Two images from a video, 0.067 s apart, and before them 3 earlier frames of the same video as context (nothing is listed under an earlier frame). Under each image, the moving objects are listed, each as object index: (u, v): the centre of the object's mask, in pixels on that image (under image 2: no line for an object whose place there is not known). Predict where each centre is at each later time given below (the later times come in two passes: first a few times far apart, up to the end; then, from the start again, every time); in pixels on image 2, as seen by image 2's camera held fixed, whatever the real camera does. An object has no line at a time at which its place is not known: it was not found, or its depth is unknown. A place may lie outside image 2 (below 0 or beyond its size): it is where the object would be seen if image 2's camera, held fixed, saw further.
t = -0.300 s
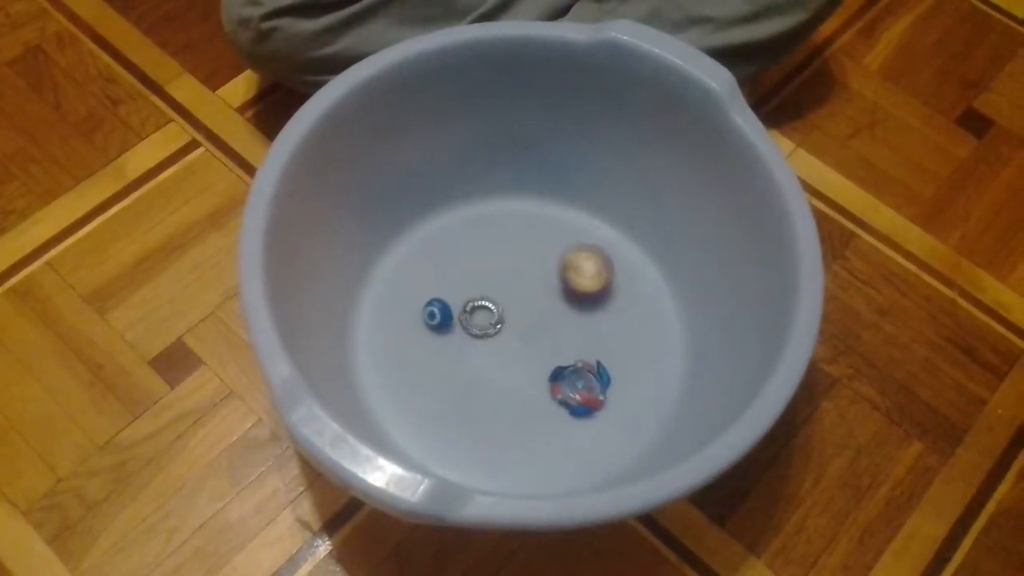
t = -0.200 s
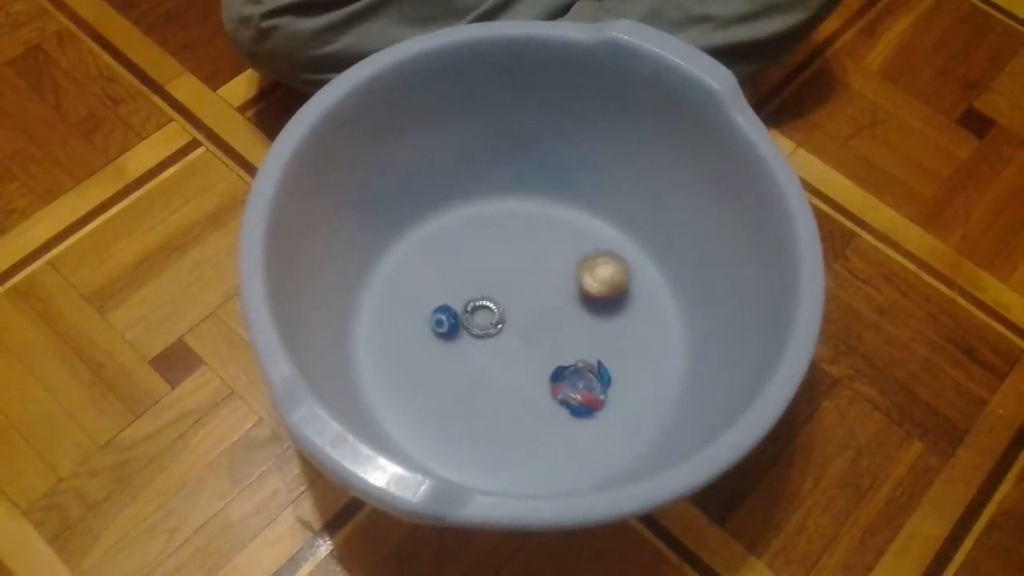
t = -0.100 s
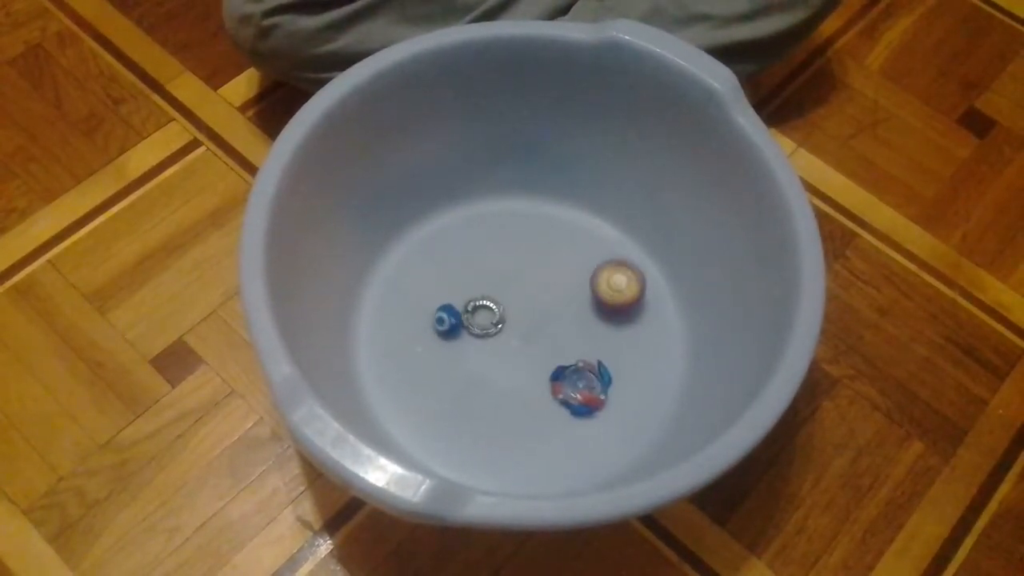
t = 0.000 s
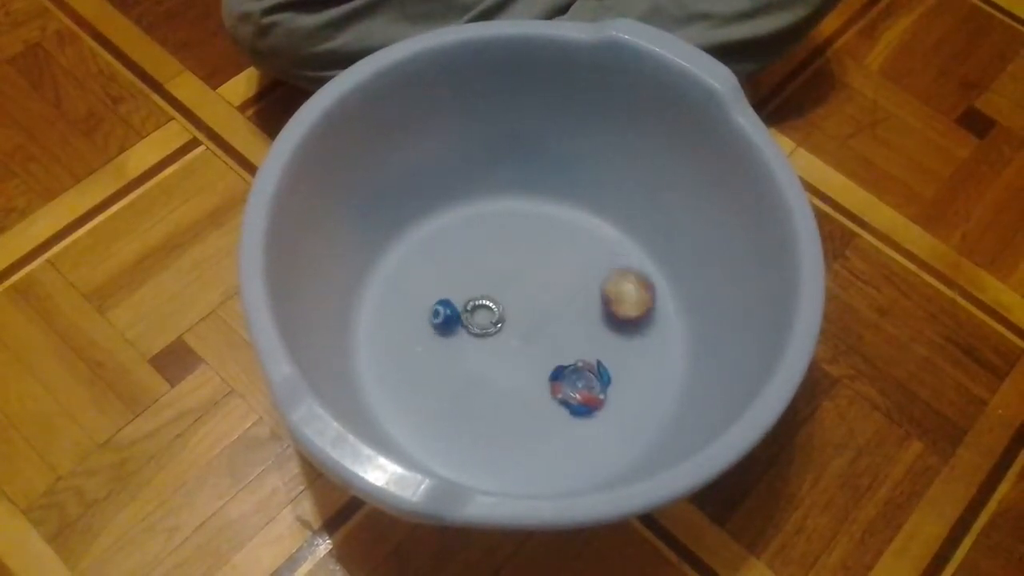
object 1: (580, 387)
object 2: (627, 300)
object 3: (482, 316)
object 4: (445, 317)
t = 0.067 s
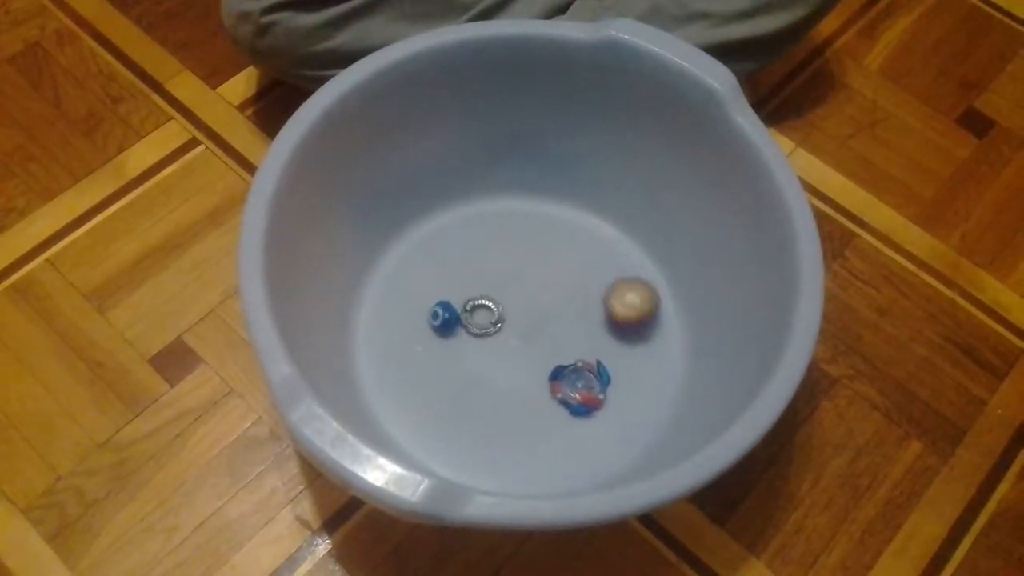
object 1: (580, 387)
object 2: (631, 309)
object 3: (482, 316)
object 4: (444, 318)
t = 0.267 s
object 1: (580, 386)
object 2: (638, 338)
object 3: (482, 316)
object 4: (446, 322)
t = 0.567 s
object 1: (575, 386)
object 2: (620, 392)
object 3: (482, 316)
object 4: (446, 322)
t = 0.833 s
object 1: (573, 357)
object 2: (611, 454)
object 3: (482, 316)
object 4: (446, 322)
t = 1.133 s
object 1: (574, 358)
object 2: (510, 390)
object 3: (482, 316)
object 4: (447, 322)
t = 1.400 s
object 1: (573, 357)
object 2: (461, 342)
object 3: (489, 309)
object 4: (445, 293)
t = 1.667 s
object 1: (574, 358)
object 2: (434, 323)
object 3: (507, 312)
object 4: (437, 283)
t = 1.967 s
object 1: (574, 358)
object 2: (400, 352)
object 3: (546, 305)
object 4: (509, 290)
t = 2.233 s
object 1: (574, 358)
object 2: (431, 385)
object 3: (546, 305)
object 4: (505, 304)
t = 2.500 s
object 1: (574, 358)
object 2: (488, 402)
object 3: (546, 305)
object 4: (500, 305)
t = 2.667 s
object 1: (574, 358)
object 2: (521, 415)
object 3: (547, 305)
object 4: (502, 306)
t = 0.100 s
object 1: (580, 386)
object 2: (633, 314)
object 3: (482, 316)
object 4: (444, 320)
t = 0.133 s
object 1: (580, 386)
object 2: (635, 318)
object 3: (482, 316)
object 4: (444, 320)
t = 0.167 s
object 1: (580, 386)
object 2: (636, 324)
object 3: (482, 315)
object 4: (445, 321)
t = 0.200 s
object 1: (580, 386)
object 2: (638, 329)
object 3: (482, 316)
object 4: (446, 321)
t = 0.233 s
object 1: (580, 386)
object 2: (638, 333)
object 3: (482, 316)
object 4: (446, 322)
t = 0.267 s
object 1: (580, 386)
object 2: (638, 338)
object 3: (482, 316)
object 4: (446, 322)
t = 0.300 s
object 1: (580, 386)
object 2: (637, 344)
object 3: (482, 316)
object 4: (446, 322)
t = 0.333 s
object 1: (580, 386)
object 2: (635, 349)
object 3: (482, 316)
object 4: (446, 322)
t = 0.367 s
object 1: (580, 387)
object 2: (635, 354)
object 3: (482, 316)
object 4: (446, 322)
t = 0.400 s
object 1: (580, 387)
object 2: (634, 360)
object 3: (482, 316)
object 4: (446, 322)
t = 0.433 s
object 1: (580, 386)
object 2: (633, 366)
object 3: (482, 316)
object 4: (446, 322)
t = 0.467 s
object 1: (579, 387)
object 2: (631, 370)
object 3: (482, 316)
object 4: (446, 322)
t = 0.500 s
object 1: (577, 387)
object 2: (626, 381)
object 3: (482, 316)
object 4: (446, 322)
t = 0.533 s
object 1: (576, 387)
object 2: (623, 387)
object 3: (482, 316)
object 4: (446, 322)
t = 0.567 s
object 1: (575, 386)
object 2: (620, 392)
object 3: (482, 316)
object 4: (446, 322)
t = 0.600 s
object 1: (574, 385)
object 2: (617, 397)
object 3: (482, 316)
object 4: (446, 322)
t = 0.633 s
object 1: (574, 382)
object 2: (614, 404)
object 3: (482, 316)
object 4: (446, 322)
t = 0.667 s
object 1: (575, 378)
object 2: (611, 411)
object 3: (482, 316)
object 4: (446, 322)
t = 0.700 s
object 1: (576, 371)
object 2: (610, 423)
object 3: (482, 316)
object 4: (446, 322)
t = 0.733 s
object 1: (574, 363)
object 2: (613, 431)
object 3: (482, 316)
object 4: (446, 322)
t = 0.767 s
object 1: (574, 358)
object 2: (613, 439)
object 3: (482, 316)
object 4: (447, 322)
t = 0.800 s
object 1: (573, 357)
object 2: (612, 449)
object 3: (482, 316)
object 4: (447, 322)
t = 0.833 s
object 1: (573, 357)
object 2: (611, 454)
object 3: (482, 316)
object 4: (446, 322)
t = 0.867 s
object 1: (573, 357)
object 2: (596, 439)
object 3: (482, 316)
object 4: (447, 322)
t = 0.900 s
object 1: (574, 357)
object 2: (579, 432)
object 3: (482, 316)
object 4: (447, 322)
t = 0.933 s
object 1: (573, 358)
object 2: (568, 424)
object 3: (482, 316)
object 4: (446, 322)
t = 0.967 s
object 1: (574, 358)
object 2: (557, 415)
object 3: (482, 316)
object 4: (447, 322)
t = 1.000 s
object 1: (573, 358)
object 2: (545, 410)
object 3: (482, 316)
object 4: (446, 322)
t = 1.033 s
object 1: (573, 357)
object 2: (536, 406)
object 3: (482, 316)
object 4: (447, 322)
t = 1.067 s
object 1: (573, 358)
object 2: (527, 401)
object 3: (482, 316)
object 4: (447, 322)
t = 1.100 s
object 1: (573, 358)
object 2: (517, 395)
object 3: (482, 316)
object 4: (446, 322)
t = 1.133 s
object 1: (574, 358)
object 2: (510, 390)
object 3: (482, 316)
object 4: (447, 322)
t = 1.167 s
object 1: (574, 358)
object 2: (501, 382)
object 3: (482, 316)
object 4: (446, 322)
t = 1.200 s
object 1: (573, 358)
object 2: (493, 376)
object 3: (482, 316)
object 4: (447, 322)
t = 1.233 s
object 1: (574, 358)
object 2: (487, 368)
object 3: (482, 315)
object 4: (447, 322)
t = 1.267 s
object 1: (574, 358)
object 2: (479, 360)
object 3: (482, 314)
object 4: (446, 322)
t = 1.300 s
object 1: (574, 358)
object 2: (473, 352)
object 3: (483, 313)
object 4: (445, 320)
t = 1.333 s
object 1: (574, 357)
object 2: (469, 347)
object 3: (488, 309)
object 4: (446, 309)
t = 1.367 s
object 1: (574, 357)
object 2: (463, 346)
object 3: (487, 309)
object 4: (447, 300)
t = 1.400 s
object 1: (573, 357)
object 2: (461, 342)
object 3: (489, 309)
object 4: (445, 293)
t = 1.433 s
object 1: (573, 357)
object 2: (457, 337)
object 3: (488, 309)
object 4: (438, 287)
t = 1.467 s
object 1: (573, 358)
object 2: (456, 336)
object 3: (489, 310)
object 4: (432, 282)
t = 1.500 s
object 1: (574, 358)
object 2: (454, 329)
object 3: (491, 312)
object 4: (428, 279)
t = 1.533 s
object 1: (573, 358)
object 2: (452, 328)
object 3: (491, 312)
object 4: (426, 277)
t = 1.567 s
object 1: (573, 357)
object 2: (452, 325)
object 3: (491, 312)
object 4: (426, 278)
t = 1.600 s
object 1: (574, 357)
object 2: (451, 324)
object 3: (491, 312)
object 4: (428, 279)
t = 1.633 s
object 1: (574, 358)
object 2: (449, 322)
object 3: (494, 314)
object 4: (433, 281)
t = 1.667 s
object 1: (574, 358)
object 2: (434, 323)
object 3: (507, 312)
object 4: (437, 283)
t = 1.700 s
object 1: (574, 358)
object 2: (429, 324)
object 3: (524, 308)
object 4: (448, 283)
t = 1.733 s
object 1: (574, 358)
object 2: (416, 328)
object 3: (542, 305)
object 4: (472, 278)
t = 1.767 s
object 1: (573, 358)
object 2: (411, 333)
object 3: (545, 305)
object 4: (478, 277)
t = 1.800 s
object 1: (574, 358)
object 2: (406, 334)
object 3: (546, 305)
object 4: (486, 277)
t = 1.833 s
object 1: (574, 358)
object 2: (404, 340)
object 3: (546, 305)
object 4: (495, 277)
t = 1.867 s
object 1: (574, 358)
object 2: (400, 342)
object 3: (546, 305)
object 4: (501, 279)
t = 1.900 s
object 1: (574, 358)
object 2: (400, 346)
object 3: (546, 305)
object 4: (506, 281)
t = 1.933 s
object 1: (574, 358)
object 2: (398, 350)
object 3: (546, 305)
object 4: (509, 285)
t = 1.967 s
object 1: (574, 358)
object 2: (400, 352)
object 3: (546, 305)
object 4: (509, 290)
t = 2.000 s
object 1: (574, 358)
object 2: (400, 359)
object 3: (546, 305)
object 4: (506, 295)
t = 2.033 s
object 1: (574, 358)
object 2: (402, 360)
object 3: (547, 305)
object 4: (503, 299)
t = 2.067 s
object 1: (574, 358)
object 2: (406, 367)
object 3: (547, 306)
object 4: (503, 303)
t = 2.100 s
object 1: (574, 358)
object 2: (408, 369)
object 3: (547, 305)
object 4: (504, 304)
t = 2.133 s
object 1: (574, 357)
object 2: (415, 374)
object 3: (547, 305)
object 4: (504, 303)
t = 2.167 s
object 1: (574, 358)
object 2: (418, 377)
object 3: (547, 305)
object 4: (505, 303)
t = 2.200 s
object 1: (574, 358)
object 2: (426, 380)
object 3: (547, 305)
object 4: (505, 303)
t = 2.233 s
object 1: (574, 358)
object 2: (431, 385)
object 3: (546, 305)
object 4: (505, 304)
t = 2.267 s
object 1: (574, 358)
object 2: (437, 385)
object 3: (546, 305)
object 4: (505, 304)
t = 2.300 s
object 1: (574, 358)
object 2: (444, 391)
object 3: (546, 306)
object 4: (505, 305)
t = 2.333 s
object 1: (574, 358)
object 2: (450, 391)
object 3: (547, 306)
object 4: (505, 305)
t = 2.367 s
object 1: (574, 358)
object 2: (460, 394)
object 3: (546, 305)
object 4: (504, 306)
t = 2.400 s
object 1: (574, 358)
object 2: (465, 397)
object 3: (546, 305)
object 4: (502, 306)
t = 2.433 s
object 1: (574, 358)
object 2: (474, 398)
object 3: (546, 305)
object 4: (501, 305)
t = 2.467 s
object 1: (574, 358)
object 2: (481, 403)
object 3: (546, 305)
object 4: (500, 305)
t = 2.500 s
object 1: (574, 358)
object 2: (488, 402)
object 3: (546, 305)
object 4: (500, 305)
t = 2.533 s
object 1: (574, 358)
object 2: (496, 407)
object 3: (546, 305)
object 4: (500, 305)
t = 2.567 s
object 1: (574, 358)
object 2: (501, 409)
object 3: (547, 305)
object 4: (501, 305)
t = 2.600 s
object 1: (574, 358)
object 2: (510, 410)
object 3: (547, 305)
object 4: (502, 306)
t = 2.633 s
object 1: (574, 358)
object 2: (515, 415)
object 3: (547, 305)
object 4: (502, 306)
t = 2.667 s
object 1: (574, 358)
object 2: (521, 415)
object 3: (547, 305)
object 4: (502, 306)
